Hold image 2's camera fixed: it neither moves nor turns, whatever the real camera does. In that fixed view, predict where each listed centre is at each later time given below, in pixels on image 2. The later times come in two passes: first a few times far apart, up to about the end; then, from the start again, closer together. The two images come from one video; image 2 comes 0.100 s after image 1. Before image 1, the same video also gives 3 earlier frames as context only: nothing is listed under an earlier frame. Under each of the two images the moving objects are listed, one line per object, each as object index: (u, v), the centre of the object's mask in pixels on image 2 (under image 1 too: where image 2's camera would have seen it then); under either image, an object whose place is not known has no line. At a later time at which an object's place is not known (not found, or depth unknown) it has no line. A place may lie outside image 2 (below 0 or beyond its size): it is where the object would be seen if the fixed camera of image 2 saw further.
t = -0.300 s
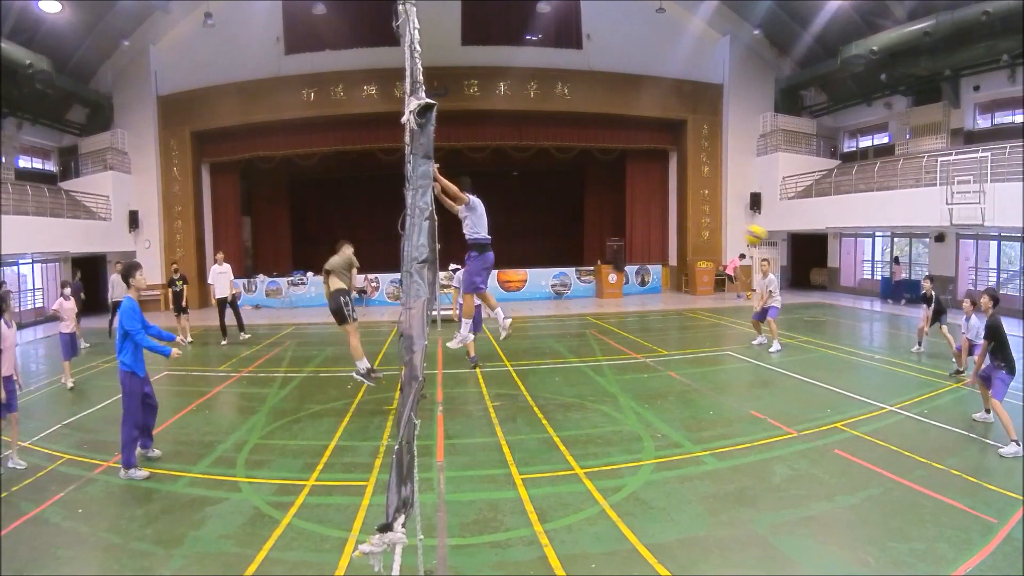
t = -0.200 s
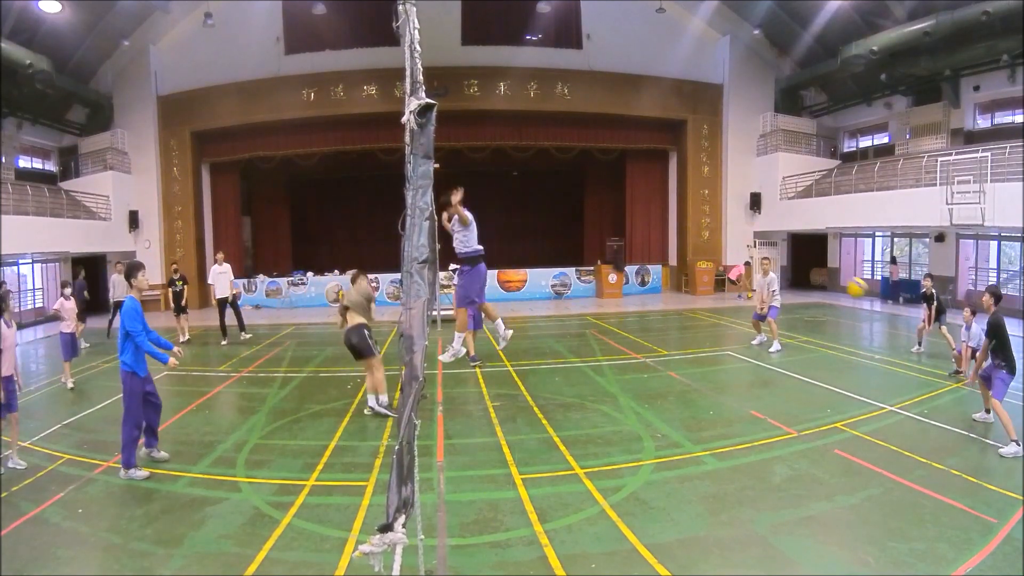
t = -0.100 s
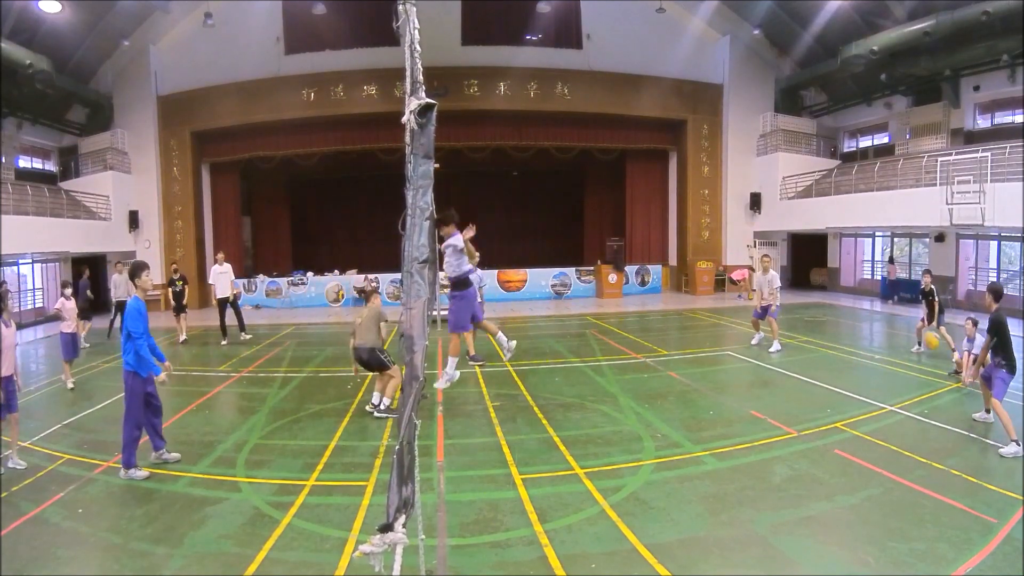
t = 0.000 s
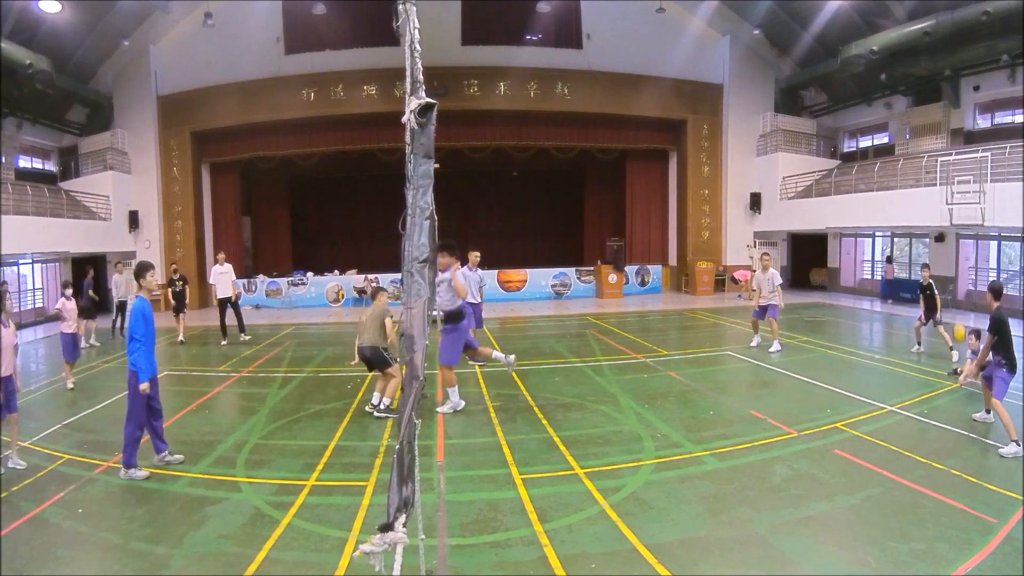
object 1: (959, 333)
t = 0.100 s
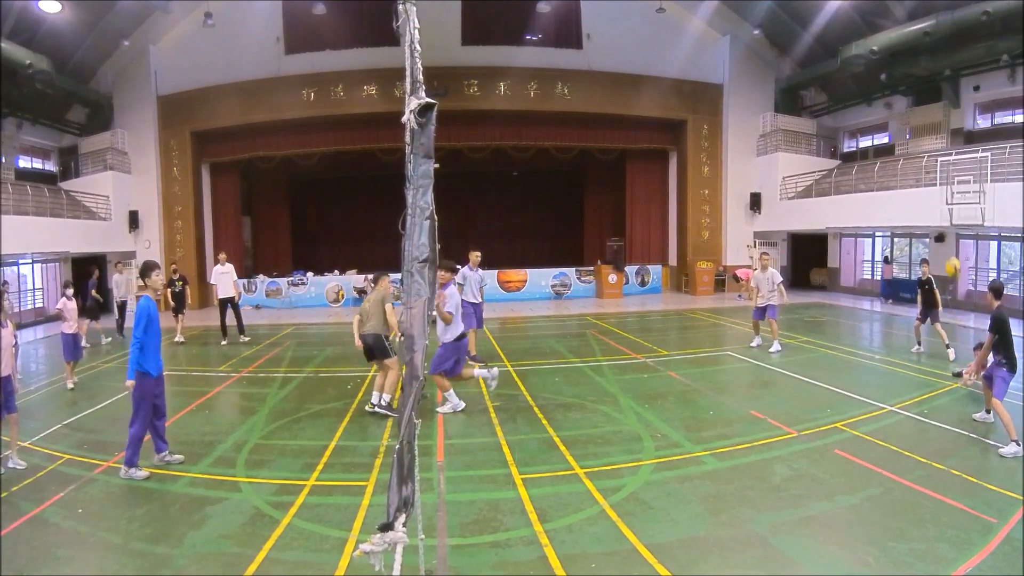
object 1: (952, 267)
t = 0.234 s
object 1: (943, 187)
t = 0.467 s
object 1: (925, 78)
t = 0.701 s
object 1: (900, 14)
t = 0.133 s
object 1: (950, 246)
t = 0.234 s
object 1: (943, 187)
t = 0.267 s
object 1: (940, 169)
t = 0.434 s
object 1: (928, 91)
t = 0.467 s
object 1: (925, 78)
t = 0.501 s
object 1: (922, 66)
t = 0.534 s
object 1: (919, 55)
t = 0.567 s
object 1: (916, 45)
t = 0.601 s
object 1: (913, 36)
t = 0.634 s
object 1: (908, 27)
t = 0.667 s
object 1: (904, 20)
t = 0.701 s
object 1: (900, 14)
